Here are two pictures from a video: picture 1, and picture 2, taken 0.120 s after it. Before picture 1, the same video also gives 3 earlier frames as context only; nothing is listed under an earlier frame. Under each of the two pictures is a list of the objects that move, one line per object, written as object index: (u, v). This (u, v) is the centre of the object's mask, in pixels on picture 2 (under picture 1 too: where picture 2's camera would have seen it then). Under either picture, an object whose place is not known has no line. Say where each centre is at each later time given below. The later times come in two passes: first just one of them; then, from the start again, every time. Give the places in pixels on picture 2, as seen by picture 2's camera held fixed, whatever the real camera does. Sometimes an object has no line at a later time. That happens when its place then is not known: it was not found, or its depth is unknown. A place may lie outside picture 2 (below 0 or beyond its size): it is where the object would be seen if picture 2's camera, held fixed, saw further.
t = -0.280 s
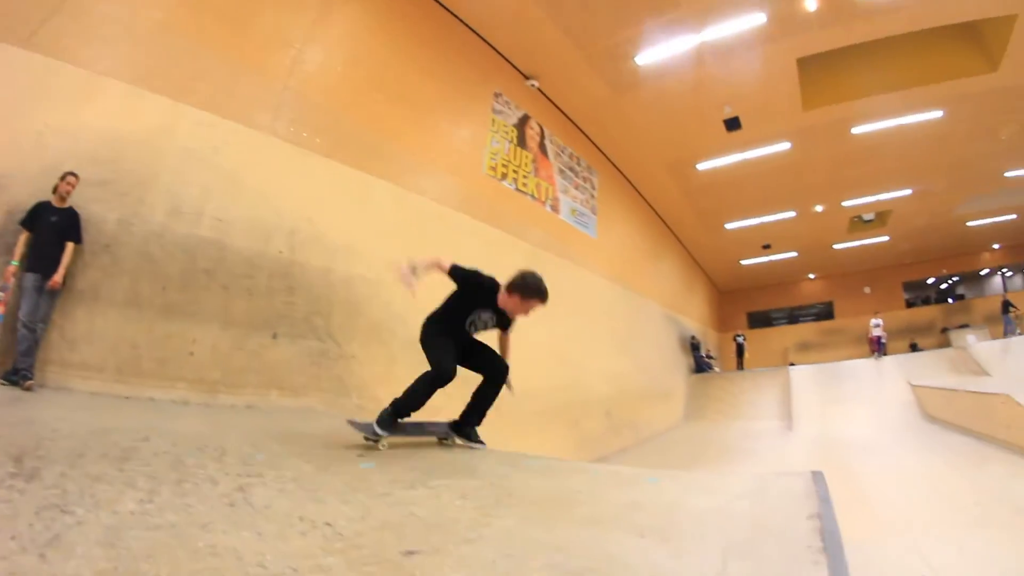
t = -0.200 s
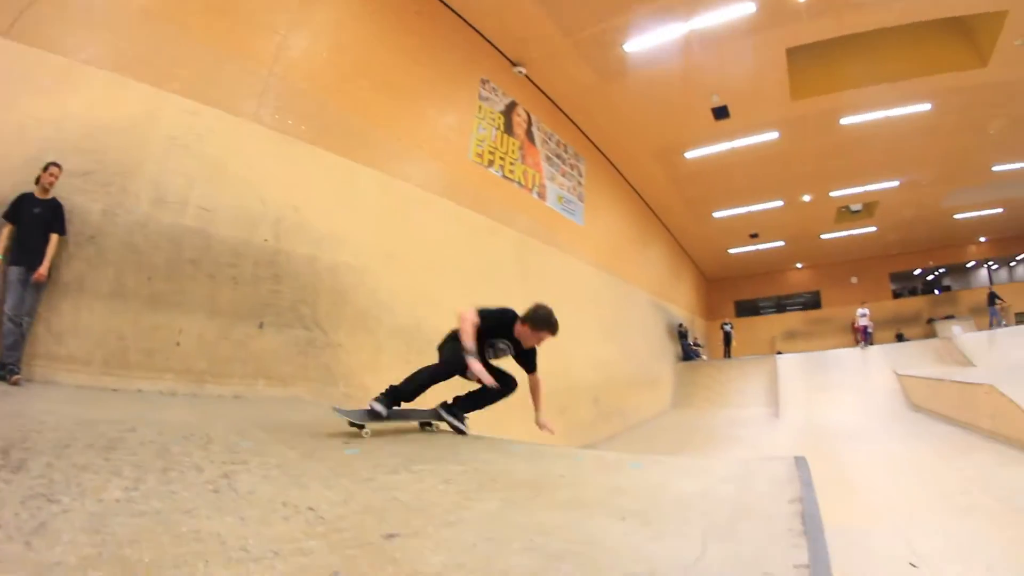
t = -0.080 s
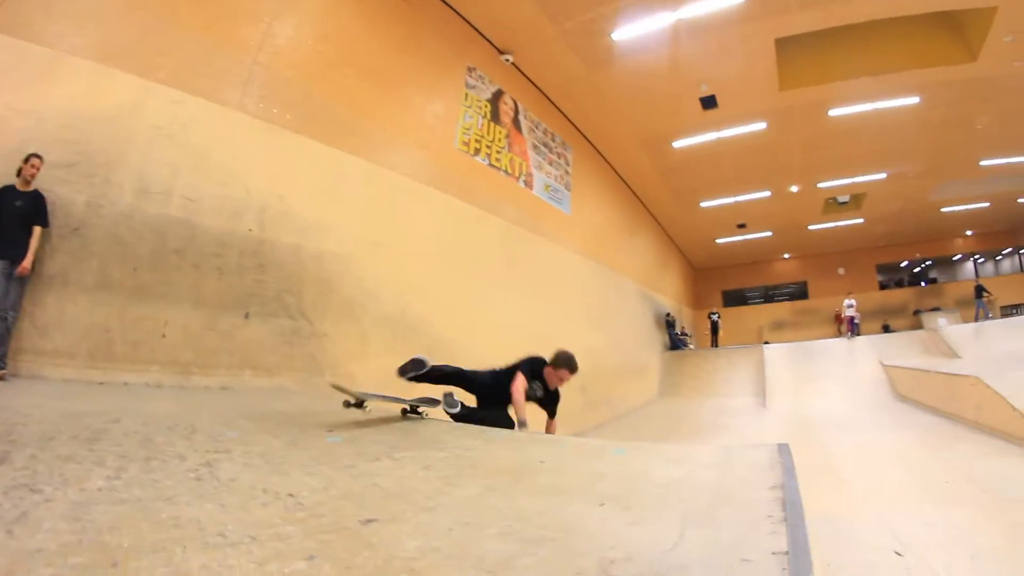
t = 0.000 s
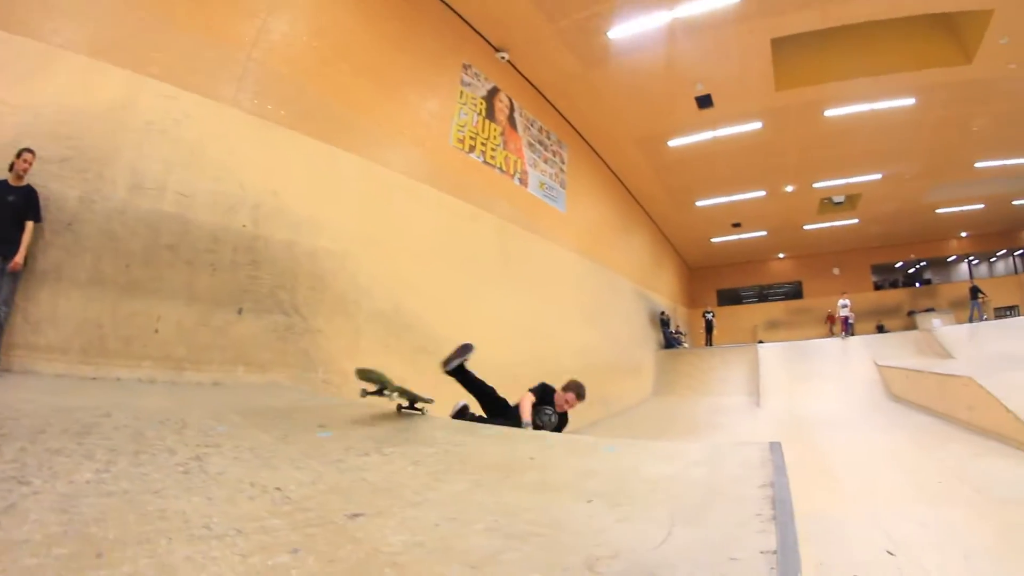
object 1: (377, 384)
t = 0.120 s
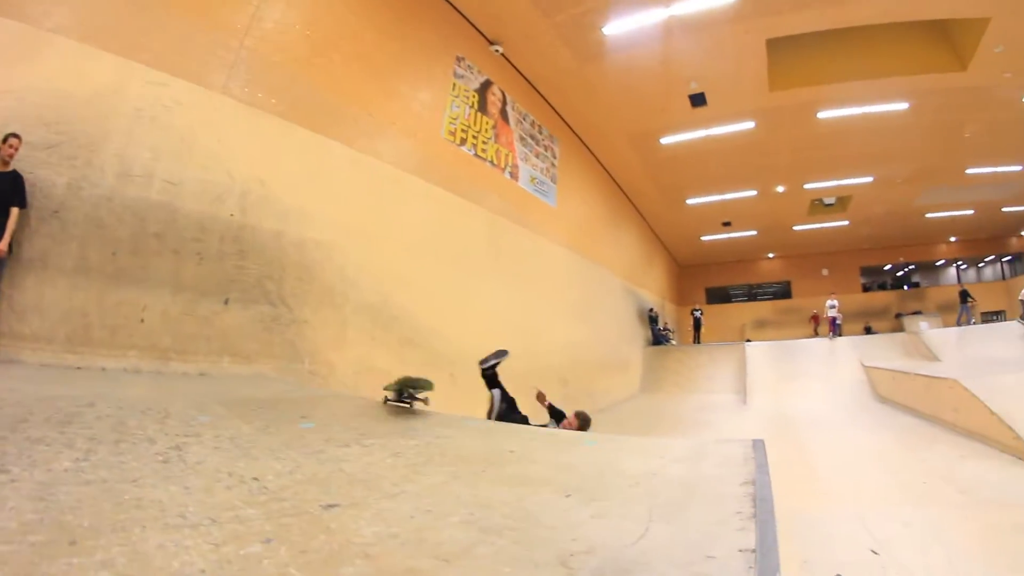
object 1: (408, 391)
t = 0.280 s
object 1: (425, 395)
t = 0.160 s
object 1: (414, 398)
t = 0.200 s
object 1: (417, 396)
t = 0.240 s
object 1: (421, 395)
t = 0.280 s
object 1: (425, 395)
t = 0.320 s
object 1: (425, 394)
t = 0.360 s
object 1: (427, 394)
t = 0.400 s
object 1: (430, 393)
